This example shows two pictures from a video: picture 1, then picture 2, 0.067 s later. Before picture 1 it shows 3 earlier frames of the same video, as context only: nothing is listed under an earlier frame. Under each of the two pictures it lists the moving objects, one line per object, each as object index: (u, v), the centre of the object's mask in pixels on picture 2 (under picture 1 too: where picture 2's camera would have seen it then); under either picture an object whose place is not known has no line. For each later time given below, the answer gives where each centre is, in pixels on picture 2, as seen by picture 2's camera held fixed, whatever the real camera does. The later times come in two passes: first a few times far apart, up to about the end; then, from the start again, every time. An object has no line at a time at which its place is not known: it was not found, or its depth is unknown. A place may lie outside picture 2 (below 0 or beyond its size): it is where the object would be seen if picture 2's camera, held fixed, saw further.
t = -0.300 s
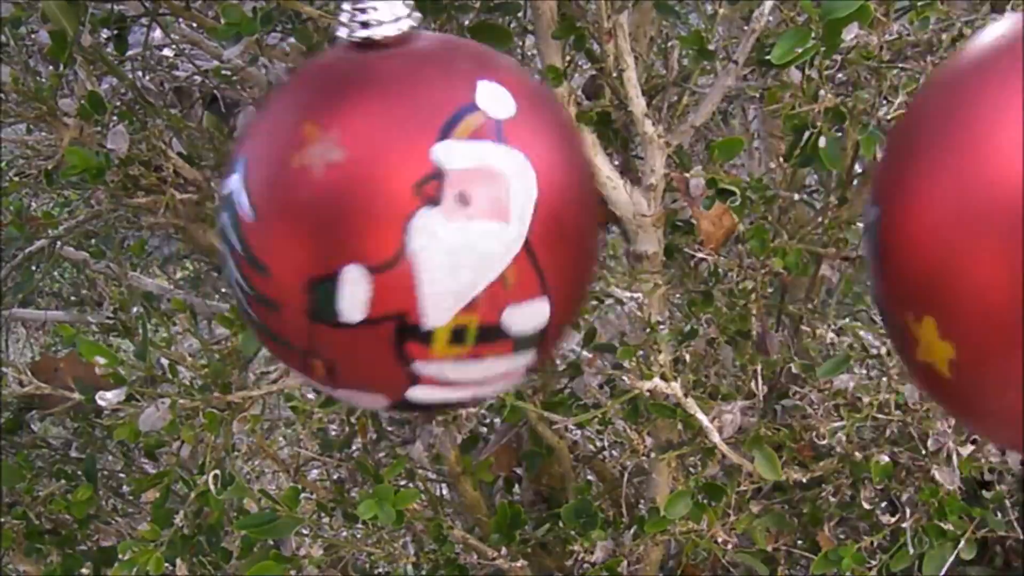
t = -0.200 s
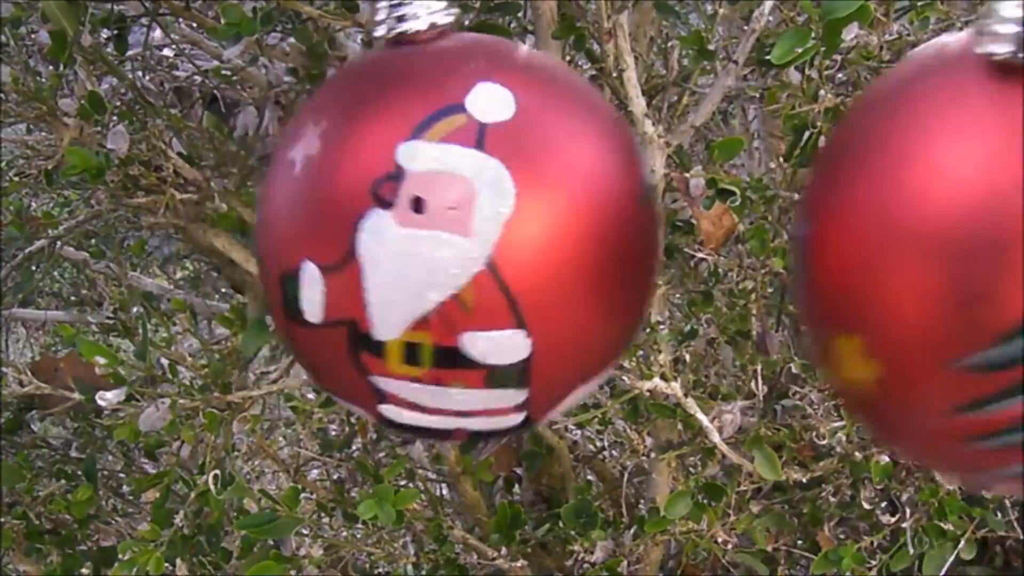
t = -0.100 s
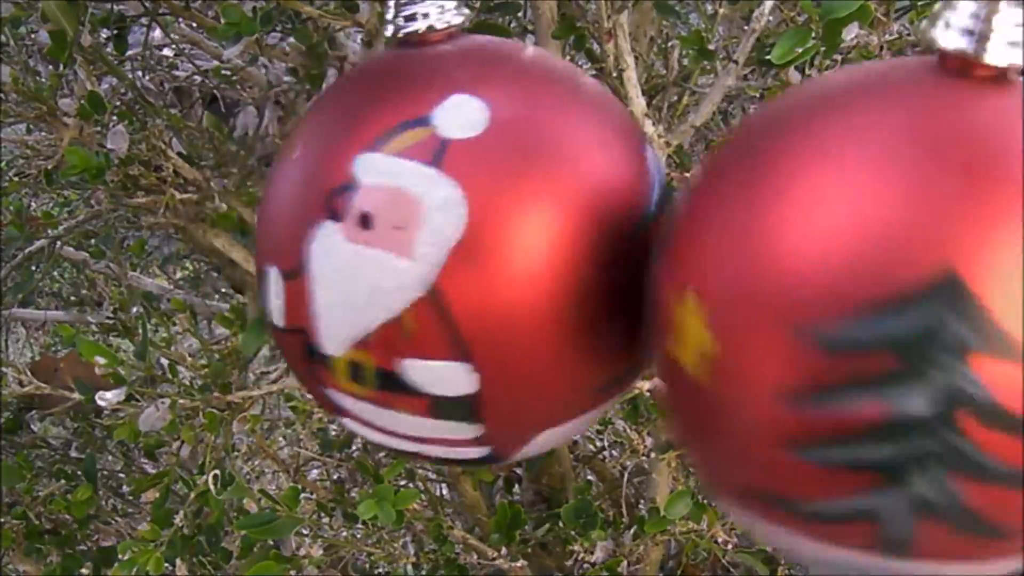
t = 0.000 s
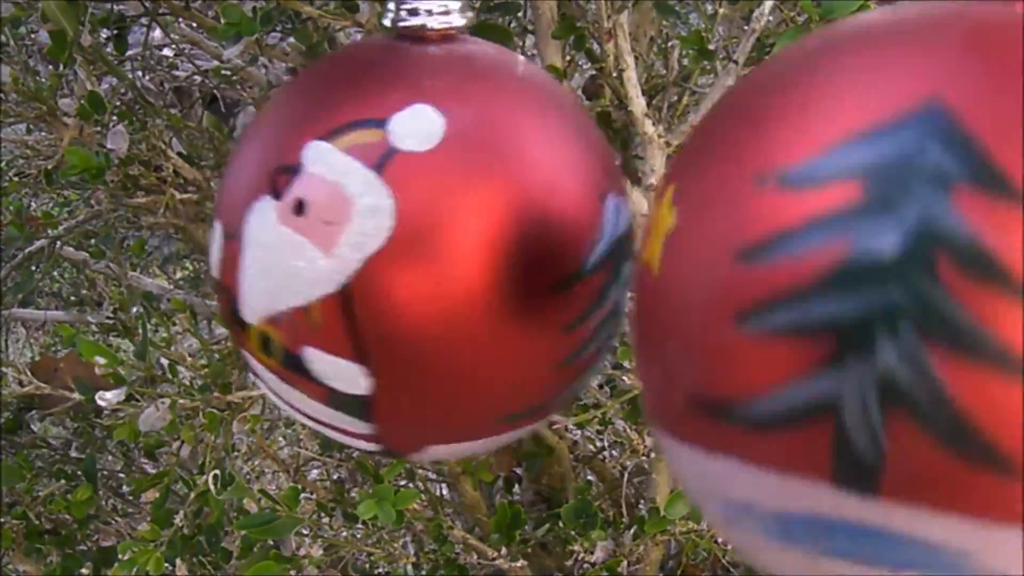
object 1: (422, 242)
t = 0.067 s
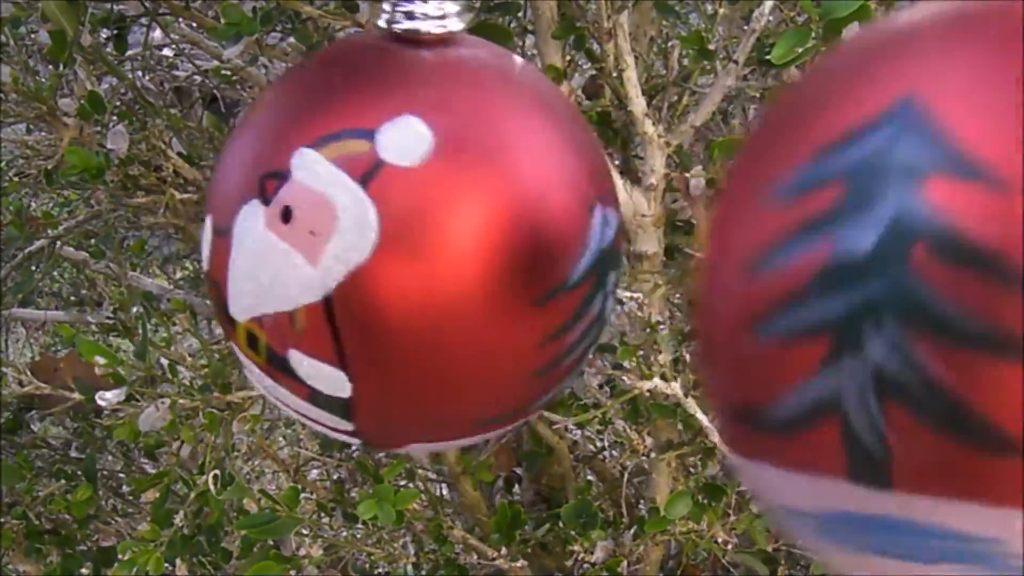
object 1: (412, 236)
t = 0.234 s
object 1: (522, 278)
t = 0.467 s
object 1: (502, 359)
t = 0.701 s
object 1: (562, 393)
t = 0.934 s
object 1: (584, 384)
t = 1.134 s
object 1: (470, 355)
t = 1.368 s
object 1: (606, 387)
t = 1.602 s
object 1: (463, 399)
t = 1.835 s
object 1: (390, 312)
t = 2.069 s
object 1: (458, 267)
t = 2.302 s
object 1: (320, 229)
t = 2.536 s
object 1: (355, 286)
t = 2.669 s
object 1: (367, 353)
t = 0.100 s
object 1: (422, 236)
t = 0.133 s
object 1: (437, 242)
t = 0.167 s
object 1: (460, 251)
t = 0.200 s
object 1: (489, 262)
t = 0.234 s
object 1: (522, 278)
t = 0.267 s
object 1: (556, 295)
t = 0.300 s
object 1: (560, 319)
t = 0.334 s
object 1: (550, 337)
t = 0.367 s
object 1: (542, 355)
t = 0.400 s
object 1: (534, 363)
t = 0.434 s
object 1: (535, 361)
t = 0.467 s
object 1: (502, 359)
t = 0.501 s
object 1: (482, 357)
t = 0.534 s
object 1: (483, 360)
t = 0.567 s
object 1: (480, 356)
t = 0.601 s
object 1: (487, 364)
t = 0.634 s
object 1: (508, 372)
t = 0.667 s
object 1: (533, 381)
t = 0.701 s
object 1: (562, 393)
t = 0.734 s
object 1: (585, 398)
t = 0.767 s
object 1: (606, 394)
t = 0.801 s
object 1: (619, 395)
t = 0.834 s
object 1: (622, 393)
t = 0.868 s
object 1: (618, 390)
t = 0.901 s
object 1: (603, 385)
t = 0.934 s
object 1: (584, 384)
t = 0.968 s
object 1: (559, 376)
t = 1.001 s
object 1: (534, 366)
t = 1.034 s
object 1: (507, 358)
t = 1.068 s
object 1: (484, 357)
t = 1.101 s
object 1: (471, 357)
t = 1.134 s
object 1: (470, 355)
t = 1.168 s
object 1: (476, 357)
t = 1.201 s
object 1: (492, 363)
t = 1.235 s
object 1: (515, 369)
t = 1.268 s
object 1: (541, 372)
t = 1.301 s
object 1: (566, 376)
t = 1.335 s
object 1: (590, 381)
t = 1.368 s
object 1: (606, 387)
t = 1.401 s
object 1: (614, 388)
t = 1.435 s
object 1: (613, 391)
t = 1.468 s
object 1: (600, 393)
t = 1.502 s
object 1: (577, 394)
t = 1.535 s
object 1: (543, 394)
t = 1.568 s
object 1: (506, 397)
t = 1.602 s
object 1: (463, 399)
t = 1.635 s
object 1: (424, 387)
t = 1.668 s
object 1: (396, 375)
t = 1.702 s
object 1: (374, 367)
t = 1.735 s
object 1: (364, 356)
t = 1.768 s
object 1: (365, 350)
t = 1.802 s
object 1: (374, 337)
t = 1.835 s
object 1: (390, 312)
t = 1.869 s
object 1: (411, 291)
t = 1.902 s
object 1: (432, 284)
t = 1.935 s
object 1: (451, 284)
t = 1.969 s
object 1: (463, 284)
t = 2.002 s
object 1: (468, 279)
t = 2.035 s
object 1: (467, 273)
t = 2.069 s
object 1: (458, 267)
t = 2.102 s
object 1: (441, 260)
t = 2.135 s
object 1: (422, 252)
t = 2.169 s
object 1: (398, 240)
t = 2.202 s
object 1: (375, 234)
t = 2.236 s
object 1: (354, 234)
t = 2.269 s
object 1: (335, 230)
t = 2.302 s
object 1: (320, 229)
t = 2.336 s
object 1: (310, 227)
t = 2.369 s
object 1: (308, 230)
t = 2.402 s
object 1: (309, 237)
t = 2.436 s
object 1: (315, 240)
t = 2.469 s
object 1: (325, 243)
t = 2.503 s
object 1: (339, 260)
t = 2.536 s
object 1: (355, 286)
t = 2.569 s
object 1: (366, 301)
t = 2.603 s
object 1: (373, 316)
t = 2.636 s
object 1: (373, 335)
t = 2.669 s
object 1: (367, 353)
